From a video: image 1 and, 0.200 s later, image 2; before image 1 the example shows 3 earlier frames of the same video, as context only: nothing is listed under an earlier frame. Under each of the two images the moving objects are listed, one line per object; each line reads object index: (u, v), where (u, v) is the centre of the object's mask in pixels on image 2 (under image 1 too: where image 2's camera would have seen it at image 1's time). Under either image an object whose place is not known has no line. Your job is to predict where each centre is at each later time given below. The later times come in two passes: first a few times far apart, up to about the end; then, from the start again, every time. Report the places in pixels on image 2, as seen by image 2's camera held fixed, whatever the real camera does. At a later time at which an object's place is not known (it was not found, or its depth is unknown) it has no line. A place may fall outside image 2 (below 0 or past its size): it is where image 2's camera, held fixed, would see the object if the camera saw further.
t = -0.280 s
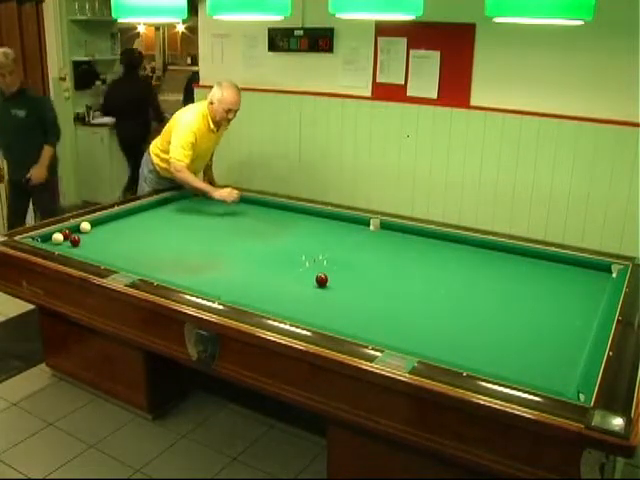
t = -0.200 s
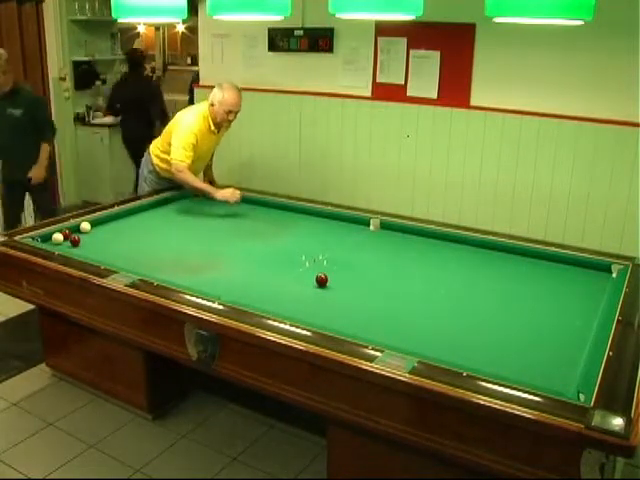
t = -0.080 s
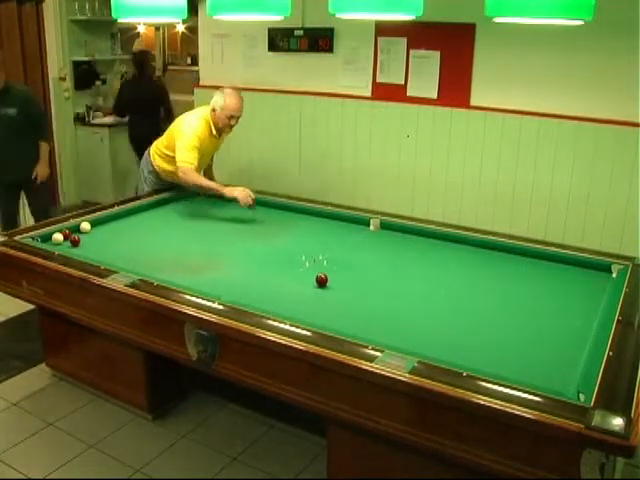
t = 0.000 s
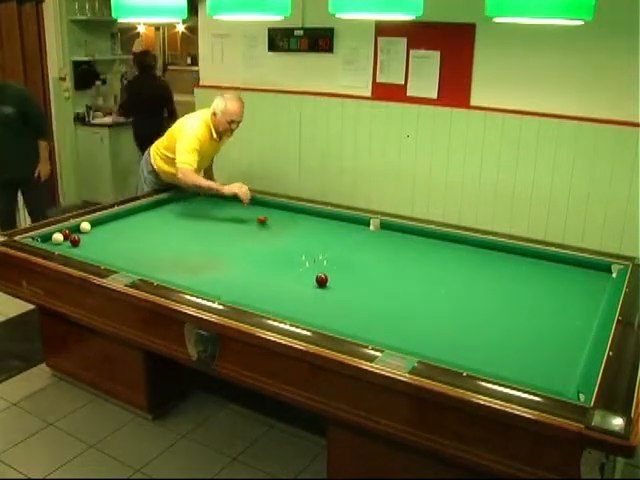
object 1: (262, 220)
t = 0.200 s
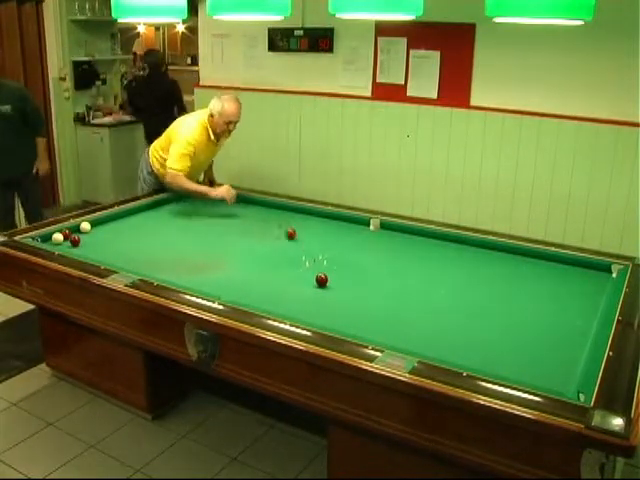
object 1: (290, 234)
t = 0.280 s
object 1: (301, 234)
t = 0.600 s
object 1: (347, 259)
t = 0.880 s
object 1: (393, 280)
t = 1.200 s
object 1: (456, 308)
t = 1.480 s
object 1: (520, 337)
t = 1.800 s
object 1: (557, 361)
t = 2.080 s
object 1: (502, 357)
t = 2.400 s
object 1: (440, 351)
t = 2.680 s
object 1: (391, 342)
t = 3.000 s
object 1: (354, 329)
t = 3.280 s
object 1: (325, 318)
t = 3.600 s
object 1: (296, 306)
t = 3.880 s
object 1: (274, 296)
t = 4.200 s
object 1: (251, 285)
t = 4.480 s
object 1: (233, 277)
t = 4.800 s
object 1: (214, 268)
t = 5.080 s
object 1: (200, 262)
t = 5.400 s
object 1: (184, 254)
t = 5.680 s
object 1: (173, 249)
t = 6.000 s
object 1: (161, 243)
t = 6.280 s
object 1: (151, 238)
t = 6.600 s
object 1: (140, 233)
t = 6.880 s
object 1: (133, 229)
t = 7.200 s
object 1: (124, 225)
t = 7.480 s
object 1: (117, 222)
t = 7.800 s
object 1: (112, 219)
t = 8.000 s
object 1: (116, 219)
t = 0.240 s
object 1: (296, 233)
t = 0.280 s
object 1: (301, 234)
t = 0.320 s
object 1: (307, 240)
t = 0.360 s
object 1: (312, 243)
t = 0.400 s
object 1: (318, 245)
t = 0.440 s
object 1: (324, 248)
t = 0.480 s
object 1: (329, 251)
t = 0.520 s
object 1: (335, 254)
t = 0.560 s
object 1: (341, 257)
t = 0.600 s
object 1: (347, 259)
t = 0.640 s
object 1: (353, 262)
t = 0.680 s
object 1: (359, 265)
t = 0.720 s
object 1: (366, 268)
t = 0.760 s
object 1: (373, 271)
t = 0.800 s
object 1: (379, 274)
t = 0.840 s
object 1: (386, 277)
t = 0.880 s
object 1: (393, 280)
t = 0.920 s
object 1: (401, 283)
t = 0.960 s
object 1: (408, 287)
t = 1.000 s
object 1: (415, 290)
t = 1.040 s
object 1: (423, 293)
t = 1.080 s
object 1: (431, 297)
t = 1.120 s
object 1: (439, 301)
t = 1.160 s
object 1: (447, 304)
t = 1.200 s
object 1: (456, 308)
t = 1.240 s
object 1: (464, 312)
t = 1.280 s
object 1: (473, 316)
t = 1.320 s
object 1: (482, 320)
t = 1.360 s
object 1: (491, 324)
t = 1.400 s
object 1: (501, 328)
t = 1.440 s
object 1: (510, 333)
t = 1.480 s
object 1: (520, 337)
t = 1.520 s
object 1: (530, 341)
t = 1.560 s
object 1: (540, 346)
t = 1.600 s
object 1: (551, 351)
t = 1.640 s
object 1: (561, 355)
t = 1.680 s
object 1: (572, 360)
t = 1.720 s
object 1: (576, 362)
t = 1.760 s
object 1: (566, 362)
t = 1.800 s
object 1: (557, 361)
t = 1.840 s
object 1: (548, 360)
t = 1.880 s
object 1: (541, 360)
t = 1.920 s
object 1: (533, 360)
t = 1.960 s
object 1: (525, 360)
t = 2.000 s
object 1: (517, 359)
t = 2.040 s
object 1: (509, 358)
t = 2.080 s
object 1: (502, 357)
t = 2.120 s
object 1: (494, 356)
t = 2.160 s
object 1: (486, 356)
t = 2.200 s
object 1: (479, 355)
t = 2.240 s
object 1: (471, 355)
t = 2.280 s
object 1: (463, 354)
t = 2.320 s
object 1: (456, 353)
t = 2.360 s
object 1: (448, 352)
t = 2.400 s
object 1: (440, 351)
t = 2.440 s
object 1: (433, 350)
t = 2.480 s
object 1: (425, 348)
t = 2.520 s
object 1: (418, 347)
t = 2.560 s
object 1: (411, 346)
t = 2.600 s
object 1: (404, 345)
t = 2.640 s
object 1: (396, 343)
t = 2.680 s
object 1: (391, 342)
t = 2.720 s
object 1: (386, 340)
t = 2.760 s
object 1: (382, 339)
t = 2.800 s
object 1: (377, 337)
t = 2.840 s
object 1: (372, 336)
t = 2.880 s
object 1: (367, 334)
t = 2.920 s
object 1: (363, 332)
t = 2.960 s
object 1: (358, 330)
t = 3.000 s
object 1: (354, 329)
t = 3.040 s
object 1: (349, 327)
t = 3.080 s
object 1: (345, 326)
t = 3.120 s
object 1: (341, 325)
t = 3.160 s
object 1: (337, 323)
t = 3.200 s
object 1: (333, 321)
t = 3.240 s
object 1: (329, 319)
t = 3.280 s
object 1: (325, 318)
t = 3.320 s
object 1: (322, 317)
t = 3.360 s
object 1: (318, 315)
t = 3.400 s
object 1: (314, 314)
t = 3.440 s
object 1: (310, 312)
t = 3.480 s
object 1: (307, 311)
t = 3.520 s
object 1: (303, 309)
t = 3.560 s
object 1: (300, 308)
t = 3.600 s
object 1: (296, 306)
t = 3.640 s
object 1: (293, 305)
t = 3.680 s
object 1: (290, 303)
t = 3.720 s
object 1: (286, 302)
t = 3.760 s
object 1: (283, 300)
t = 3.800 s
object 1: (280, 299)
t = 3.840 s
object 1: (277, 297)
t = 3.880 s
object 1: (274, 296)
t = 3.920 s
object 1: (271, 295)
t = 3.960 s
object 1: (268, 294)
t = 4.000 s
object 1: (265, 292)
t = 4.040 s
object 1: (262, 291)
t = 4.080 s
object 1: (259, 289)
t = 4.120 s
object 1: (256, 288)
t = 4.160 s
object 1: (254, 287)
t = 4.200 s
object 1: (251, 285)
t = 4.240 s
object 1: (248, 284)
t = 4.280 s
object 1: (246, 283)
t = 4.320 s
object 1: (243, 282)
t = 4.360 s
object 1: (240, 280)
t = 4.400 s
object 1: (238, 279)
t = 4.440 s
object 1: (235, 278)
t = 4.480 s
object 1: (233, 277)
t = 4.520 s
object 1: (230, 276)
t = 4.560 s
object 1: (228, 275)
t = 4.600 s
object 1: (226, 274)
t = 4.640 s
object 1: (223, 272)
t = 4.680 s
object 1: (221, 272)
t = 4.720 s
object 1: (219, 270)
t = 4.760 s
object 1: (216, 269)
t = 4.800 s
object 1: (214, 268)
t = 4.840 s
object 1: (212, 267)
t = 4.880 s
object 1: (210, 266)
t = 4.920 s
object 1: (208, 265)
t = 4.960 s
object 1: (206, 264)
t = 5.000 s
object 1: (203, 263)
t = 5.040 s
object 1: (202, 263)
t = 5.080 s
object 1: (200, 262)
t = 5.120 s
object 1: (198, 262)
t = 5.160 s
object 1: (195, 260)
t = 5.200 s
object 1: (193, 259)
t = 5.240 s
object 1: (192, 258)
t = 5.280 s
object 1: (190, 257)
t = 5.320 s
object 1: (189, 257)
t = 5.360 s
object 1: (187, 255)
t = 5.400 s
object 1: (184, 254)
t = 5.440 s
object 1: (183, 253)
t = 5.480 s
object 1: (181, 253)
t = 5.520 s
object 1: (179, 252)
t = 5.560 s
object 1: (177, 251)
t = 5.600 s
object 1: (176, 250)
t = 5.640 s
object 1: (174, 249)
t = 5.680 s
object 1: (173, 249)
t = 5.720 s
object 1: (171, 248)
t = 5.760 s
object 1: (169, 247)
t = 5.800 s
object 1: (168, 246)
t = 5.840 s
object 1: (166, 246)
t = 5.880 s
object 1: (165, 245)
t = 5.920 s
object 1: (163, 244)
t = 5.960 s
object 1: (162, 243)
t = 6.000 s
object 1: (161, 243)
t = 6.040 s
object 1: (159, 242)
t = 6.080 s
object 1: (158, 241)
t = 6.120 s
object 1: (156, 240)
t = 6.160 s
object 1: (155, 240)
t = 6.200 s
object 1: (153, 239)
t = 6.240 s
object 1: (152, 239)
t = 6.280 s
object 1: (151, 238)
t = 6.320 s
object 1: (149, 238)
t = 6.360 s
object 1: (148, 237)
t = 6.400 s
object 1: (147, 236)
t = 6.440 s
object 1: (145, 236)
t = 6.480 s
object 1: (144, 235)
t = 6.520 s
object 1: (143, 234)
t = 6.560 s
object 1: (142, 234)
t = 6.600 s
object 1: (140, 233)
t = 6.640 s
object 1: (139, 232)
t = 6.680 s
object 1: (138, 232)
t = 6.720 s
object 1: (137, 231)
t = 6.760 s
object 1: (136, 230)
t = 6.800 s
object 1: (135, 230)
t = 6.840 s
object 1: (133, 230)
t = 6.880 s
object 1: (133, 229)
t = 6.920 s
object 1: (131, 229)
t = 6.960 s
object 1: (131, 228)
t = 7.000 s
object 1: (129, 228)
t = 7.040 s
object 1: (128, 227)
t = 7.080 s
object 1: (127, 227)
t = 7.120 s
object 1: (126, 226)
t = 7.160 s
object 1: (125, 225)
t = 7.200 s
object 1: (124, 225)
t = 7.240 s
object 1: (123, 225)
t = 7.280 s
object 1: (122, 225)
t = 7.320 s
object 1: (121, 224)
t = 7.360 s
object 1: (120, 223)
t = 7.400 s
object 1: (119, 222)
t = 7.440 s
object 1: (118, 222)
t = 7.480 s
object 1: (117, 222)
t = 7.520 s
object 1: (116, 221)
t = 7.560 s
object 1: (116, 221)
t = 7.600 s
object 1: (114, 220)
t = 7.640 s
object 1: (114, 220)
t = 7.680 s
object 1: (113, 219)
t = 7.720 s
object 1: (112, 219)
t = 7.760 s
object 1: (112, 219)
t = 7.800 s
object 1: (112, 219)
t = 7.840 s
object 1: (113, 219)
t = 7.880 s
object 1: (113, 219)
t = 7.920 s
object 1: (115, 219)
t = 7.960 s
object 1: (115, 219)
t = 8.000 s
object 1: (116, 219)
